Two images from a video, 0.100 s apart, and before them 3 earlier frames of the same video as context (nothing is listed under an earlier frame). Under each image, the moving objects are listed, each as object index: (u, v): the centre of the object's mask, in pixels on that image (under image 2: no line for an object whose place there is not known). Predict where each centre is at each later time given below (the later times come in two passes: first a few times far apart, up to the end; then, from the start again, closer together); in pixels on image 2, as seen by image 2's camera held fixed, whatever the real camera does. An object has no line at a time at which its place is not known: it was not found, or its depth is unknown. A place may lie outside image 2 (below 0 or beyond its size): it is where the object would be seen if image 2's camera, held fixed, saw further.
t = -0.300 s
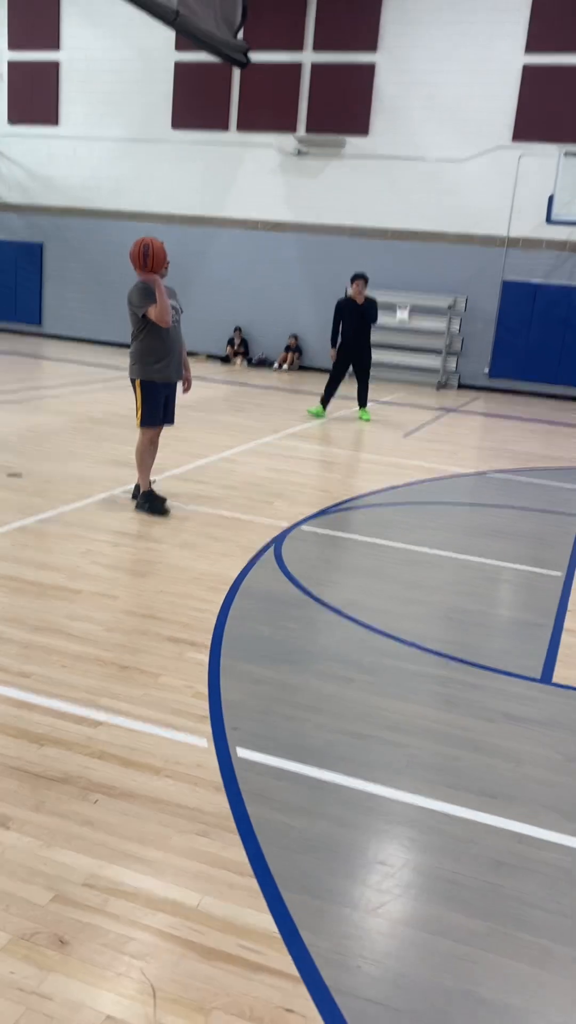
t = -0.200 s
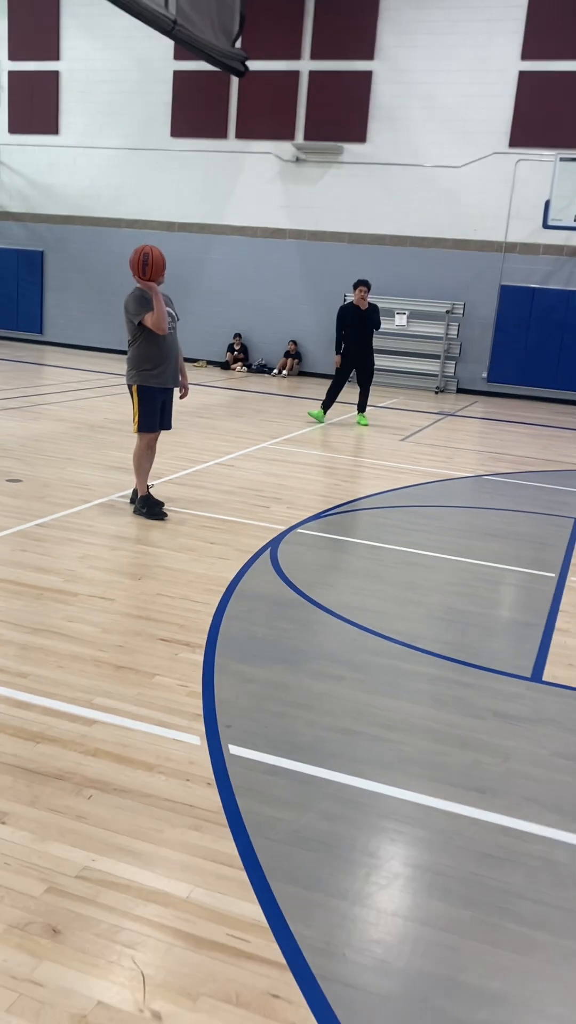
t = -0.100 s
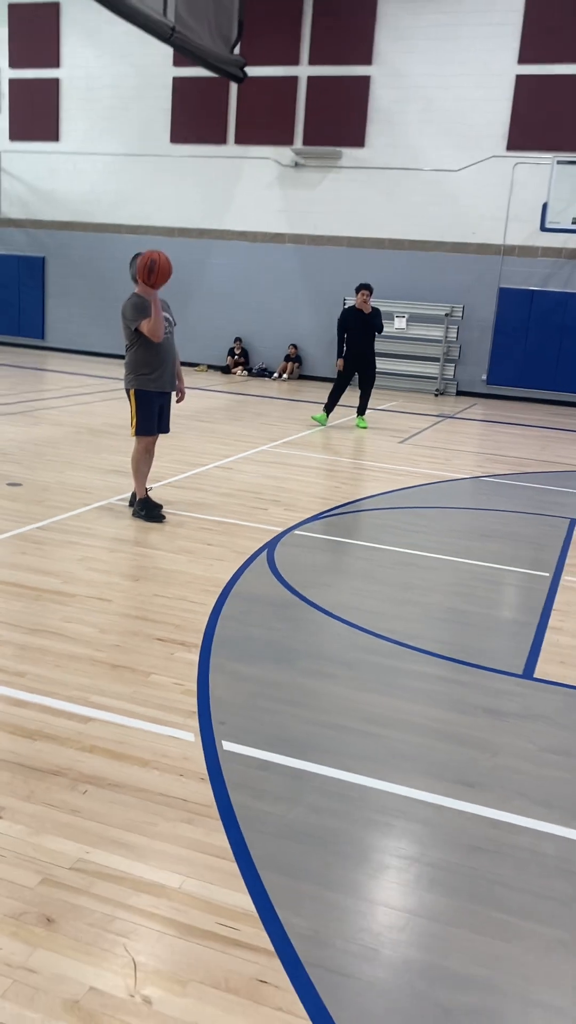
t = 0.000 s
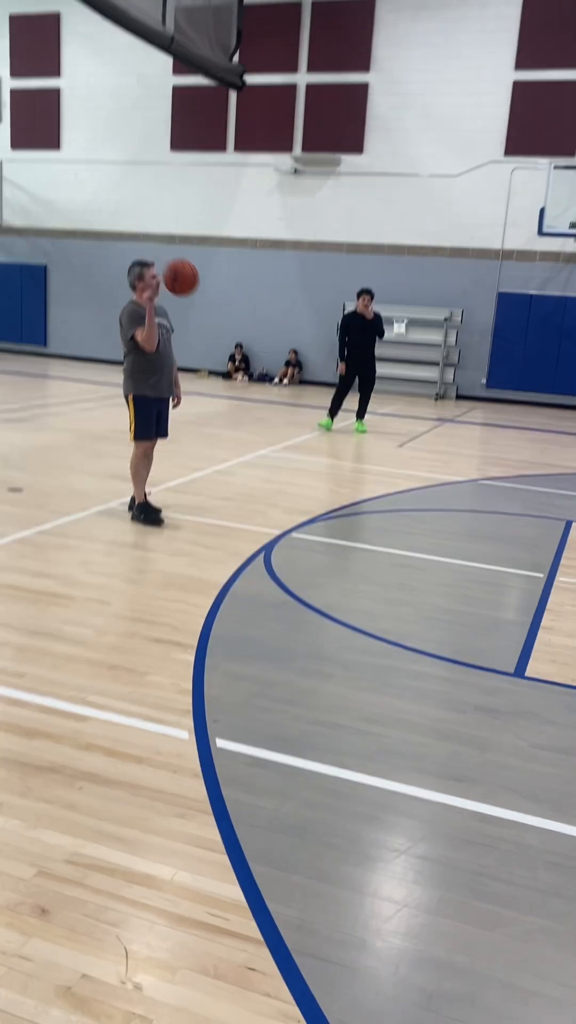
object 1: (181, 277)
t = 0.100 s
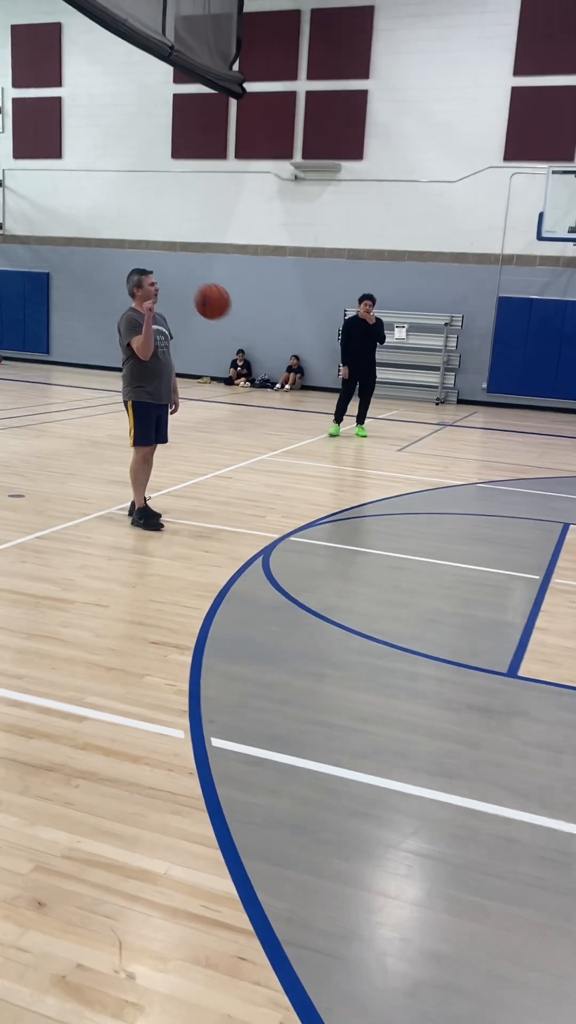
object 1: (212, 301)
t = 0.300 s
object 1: (271, 378)
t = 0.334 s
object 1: (282, 397)
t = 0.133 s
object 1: (223, 310)
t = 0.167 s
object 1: (233, 320)
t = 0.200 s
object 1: (243, 332)
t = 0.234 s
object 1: (253, 346)
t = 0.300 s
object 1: (271, 378)
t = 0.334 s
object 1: (282, 397)
